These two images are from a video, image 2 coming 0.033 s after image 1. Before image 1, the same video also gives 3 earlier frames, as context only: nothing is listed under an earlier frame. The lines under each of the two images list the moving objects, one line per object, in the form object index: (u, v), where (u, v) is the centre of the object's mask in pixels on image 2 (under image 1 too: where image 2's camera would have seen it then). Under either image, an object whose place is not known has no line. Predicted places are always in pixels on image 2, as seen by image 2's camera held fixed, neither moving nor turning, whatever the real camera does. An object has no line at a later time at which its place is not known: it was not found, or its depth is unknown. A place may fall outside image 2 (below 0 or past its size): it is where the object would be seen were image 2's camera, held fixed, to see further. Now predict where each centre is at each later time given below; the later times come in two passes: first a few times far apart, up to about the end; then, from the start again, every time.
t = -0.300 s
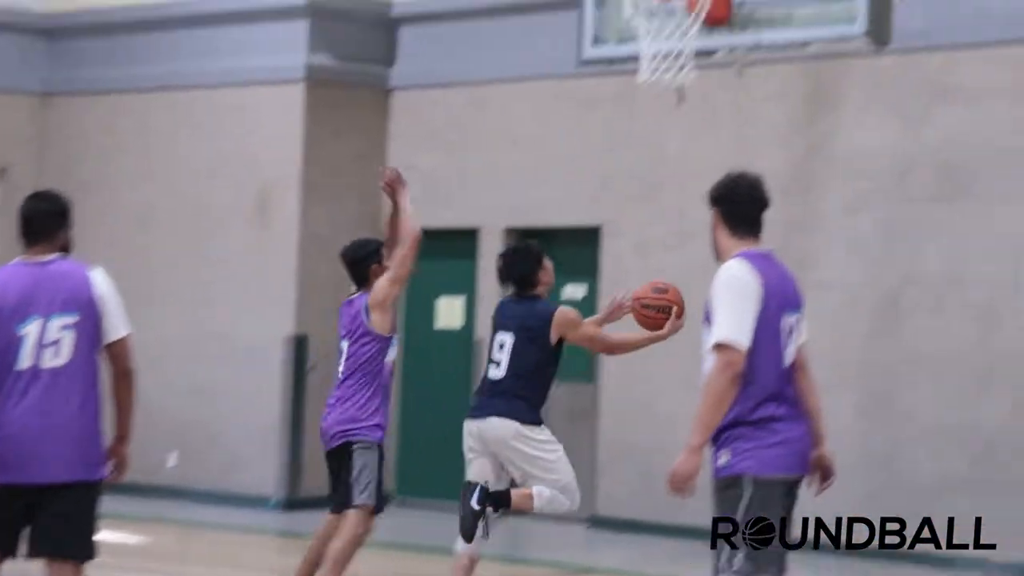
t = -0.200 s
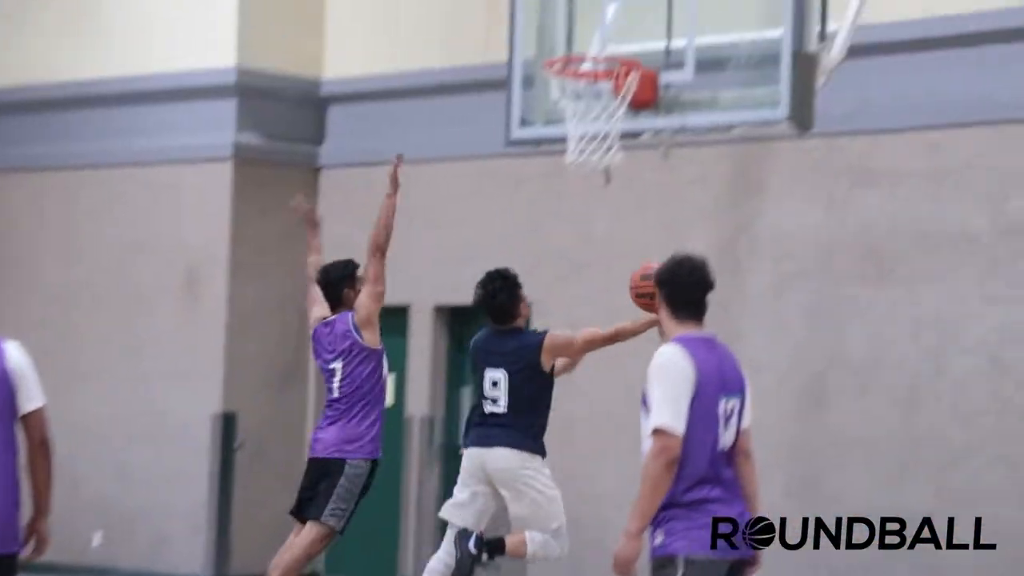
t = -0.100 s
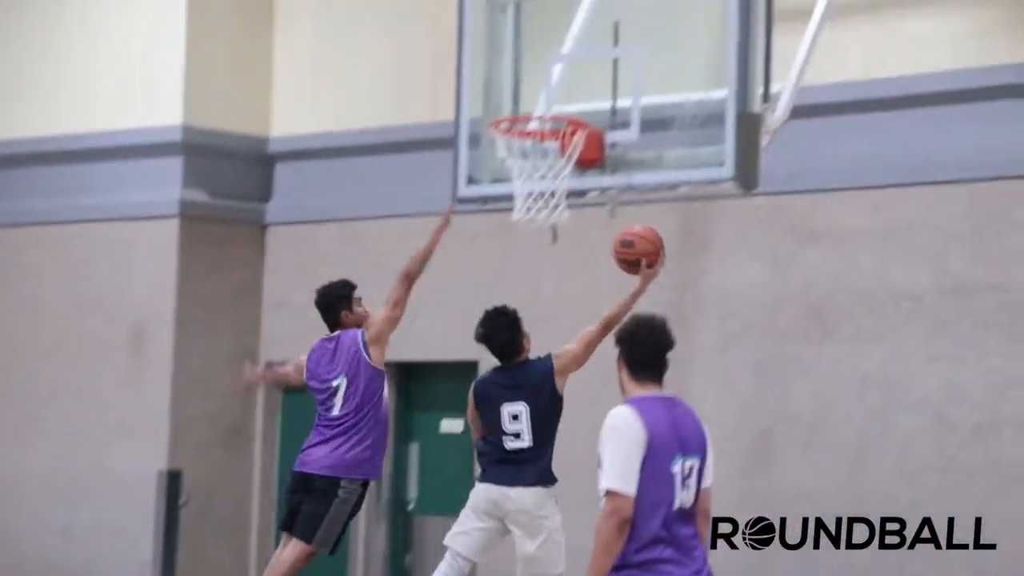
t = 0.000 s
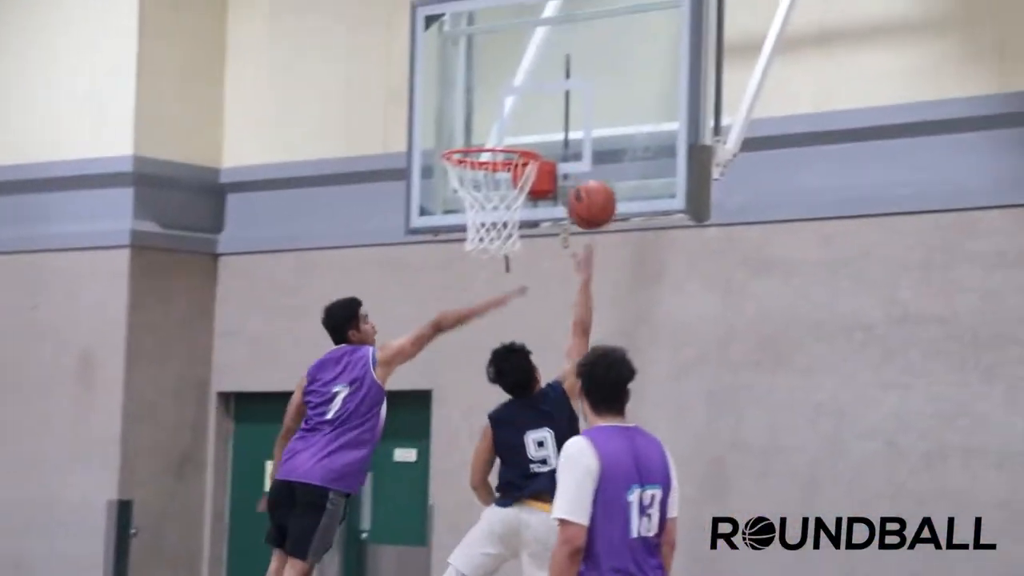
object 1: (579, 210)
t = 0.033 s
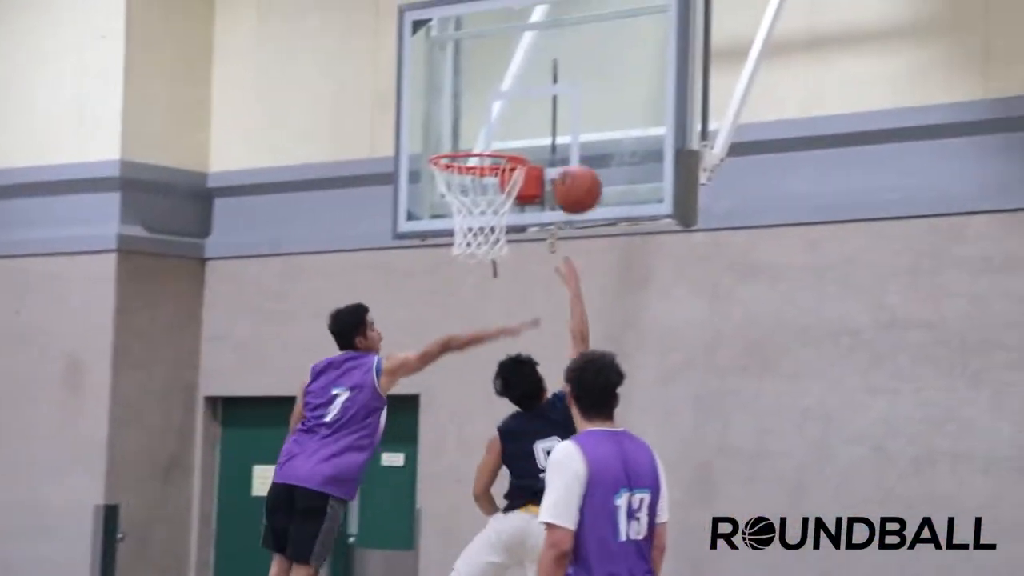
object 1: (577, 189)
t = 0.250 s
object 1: (559, 119)
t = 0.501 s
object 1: (486, 152)
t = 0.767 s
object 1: (442, 271)
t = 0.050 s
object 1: (576, 181)
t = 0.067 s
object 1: (574, 172)
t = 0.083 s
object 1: (574, 165)
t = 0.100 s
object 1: (573, 157)
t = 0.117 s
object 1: (572, 151)
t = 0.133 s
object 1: (570, 145)
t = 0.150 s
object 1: (569, 139)
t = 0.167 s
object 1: (568, 135)
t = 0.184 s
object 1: (567, 130)
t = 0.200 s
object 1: (566, 127)
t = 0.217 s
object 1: (565, 124)
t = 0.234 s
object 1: (563, 121)
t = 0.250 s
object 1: (559, 119)
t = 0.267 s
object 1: (554, 118)
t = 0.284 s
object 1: (549, 117)
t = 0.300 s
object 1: (545, 116)
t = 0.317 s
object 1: (540, 117)
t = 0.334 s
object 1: (535, 117)
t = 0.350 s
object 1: (530, 118)
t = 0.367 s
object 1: (526, 120)
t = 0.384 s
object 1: (521, 122)
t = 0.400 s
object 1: (517, 125)
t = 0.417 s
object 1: (512, 128)
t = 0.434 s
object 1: (507, 132)
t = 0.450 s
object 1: (503, 134)
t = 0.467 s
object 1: (498, 137)
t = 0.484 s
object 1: (494, 140)
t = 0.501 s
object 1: (486, 152)
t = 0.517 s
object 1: (482, 160)
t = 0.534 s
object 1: (478, 168)
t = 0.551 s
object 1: (473, 178)
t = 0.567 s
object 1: (467, 187)
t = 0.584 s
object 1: (463, 193)
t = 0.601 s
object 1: (460, 201)
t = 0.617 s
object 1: (457, 209)
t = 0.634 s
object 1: (454, 214)
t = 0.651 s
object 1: (452, 220)
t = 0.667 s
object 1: (449, 236)
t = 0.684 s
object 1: (449, 236)
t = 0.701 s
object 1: (449, 239)
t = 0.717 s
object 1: (447, 246)
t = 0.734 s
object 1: (445, 254)
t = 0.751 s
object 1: (444, 262)
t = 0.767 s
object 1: (442, 271)
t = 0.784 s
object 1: (441, 282)
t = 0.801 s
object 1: (439, 292)
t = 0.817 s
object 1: (437, 303)
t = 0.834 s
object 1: (435, 315)
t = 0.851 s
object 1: (434, 327)
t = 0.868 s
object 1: (432, 340)
